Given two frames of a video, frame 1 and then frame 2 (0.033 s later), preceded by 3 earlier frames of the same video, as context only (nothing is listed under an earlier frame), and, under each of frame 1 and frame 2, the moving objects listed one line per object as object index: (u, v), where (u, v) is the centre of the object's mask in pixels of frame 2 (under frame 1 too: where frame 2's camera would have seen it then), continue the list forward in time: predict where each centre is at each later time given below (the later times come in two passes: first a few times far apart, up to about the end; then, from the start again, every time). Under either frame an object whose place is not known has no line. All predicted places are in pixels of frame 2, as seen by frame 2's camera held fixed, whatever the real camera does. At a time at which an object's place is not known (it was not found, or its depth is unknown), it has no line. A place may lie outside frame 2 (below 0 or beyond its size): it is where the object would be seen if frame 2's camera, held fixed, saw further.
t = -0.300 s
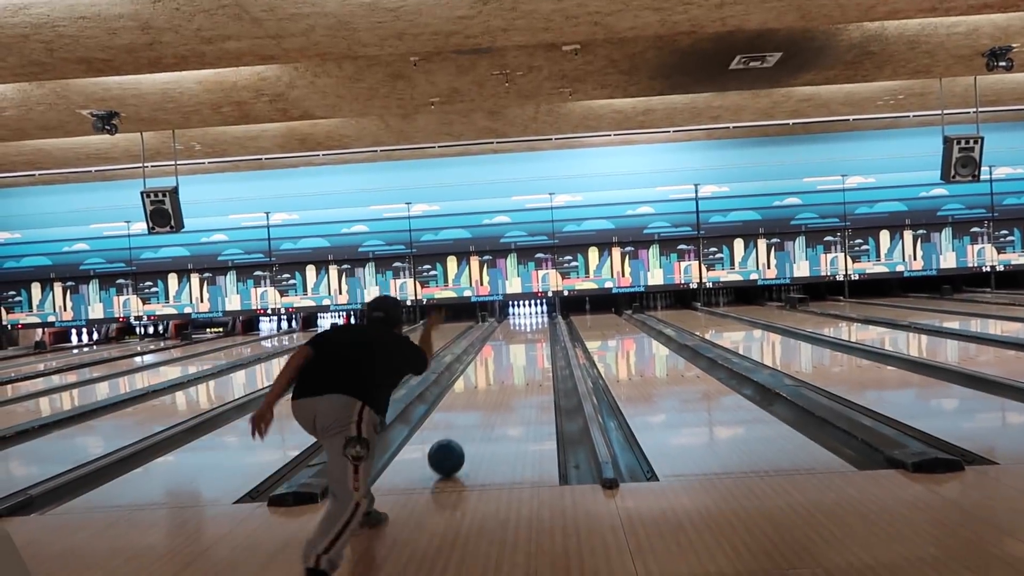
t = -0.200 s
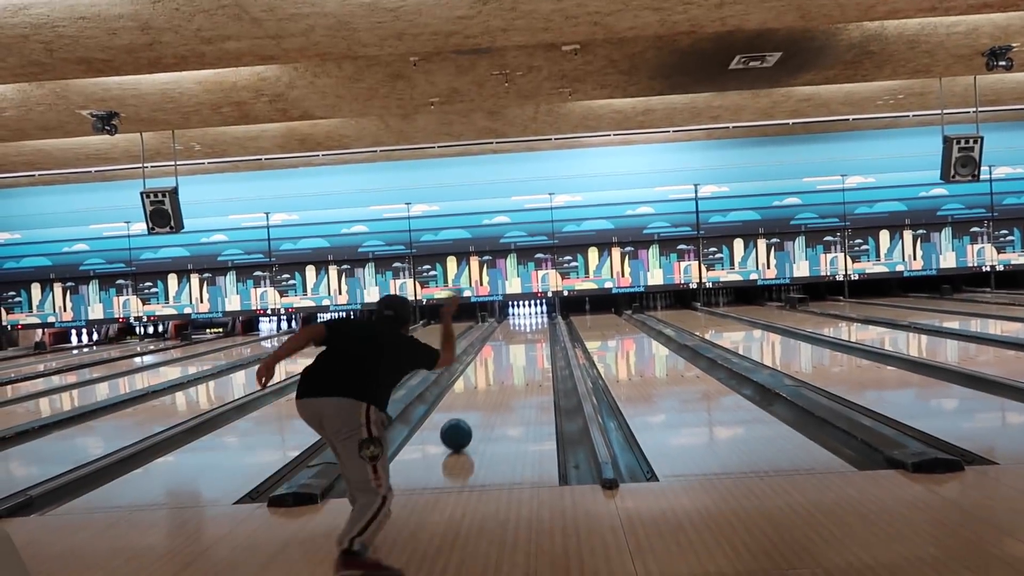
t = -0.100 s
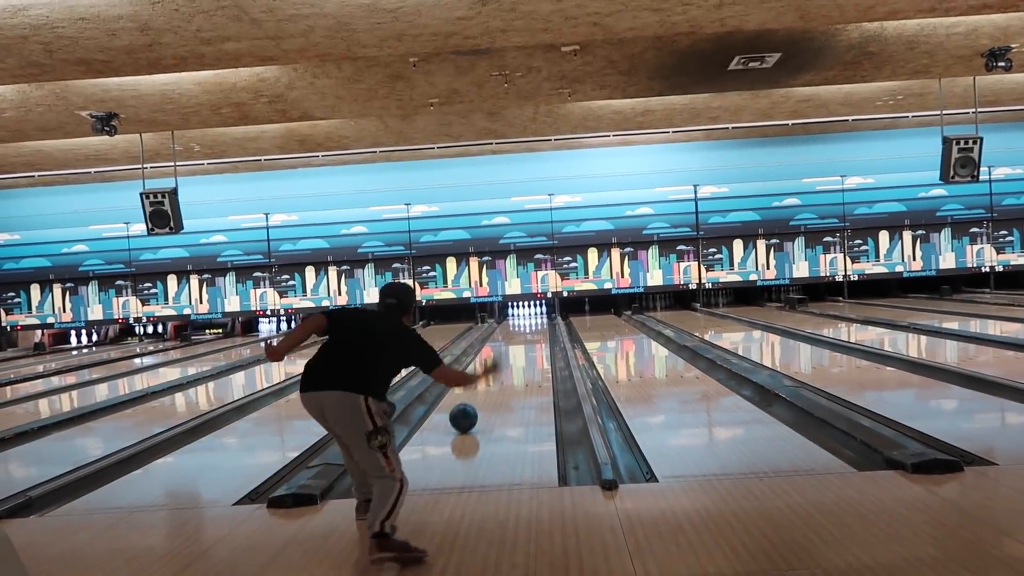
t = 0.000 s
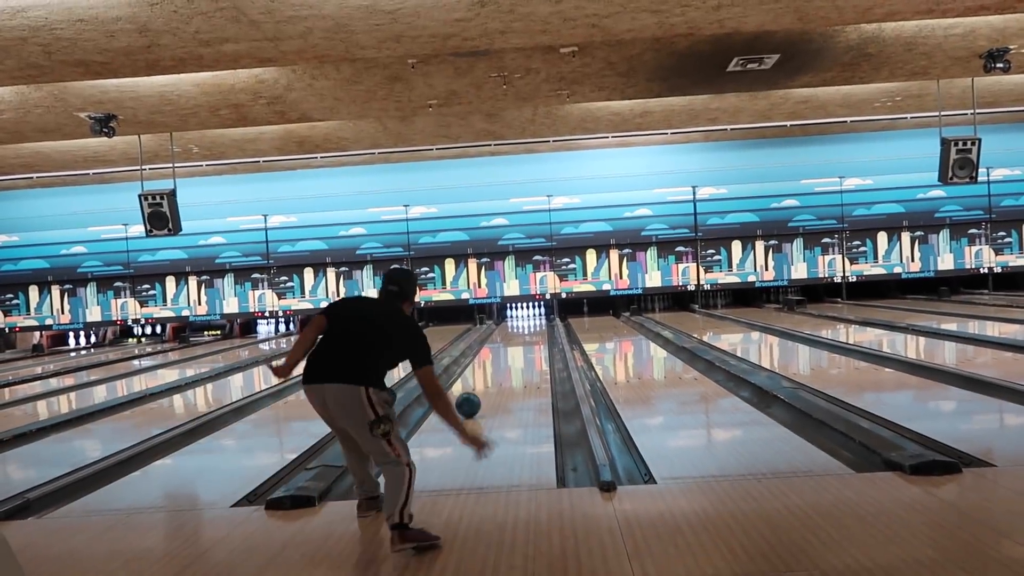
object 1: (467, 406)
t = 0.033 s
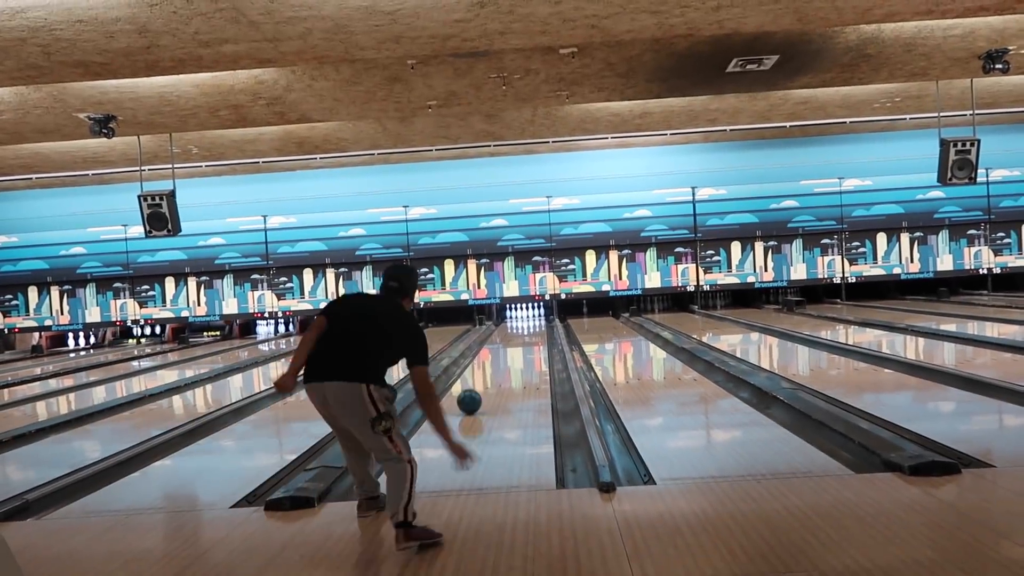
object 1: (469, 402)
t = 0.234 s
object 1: (477, 381)
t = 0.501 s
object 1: (485, 362)
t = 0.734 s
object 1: (491, 350)
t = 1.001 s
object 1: (496, 340)
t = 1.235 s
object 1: (499, 333)
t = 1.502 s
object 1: (502, 327)
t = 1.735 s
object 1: (503, 323)
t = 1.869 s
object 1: (504, 320)
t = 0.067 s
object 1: (471, 398)
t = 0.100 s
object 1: (472, 394)
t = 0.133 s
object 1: (474, 390)
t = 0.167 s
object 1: (475, 387)
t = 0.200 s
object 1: (476, 384)
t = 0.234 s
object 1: (477, 381)
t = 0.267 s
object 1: (479, 378)
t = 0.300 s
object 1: (480, 376)
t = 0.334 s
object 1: (481, 373)
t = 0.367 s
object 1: (482, 371)
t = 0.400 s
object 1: (483, 368)
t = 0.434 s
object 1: (484, 366)
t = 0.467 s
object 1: (485, 364)
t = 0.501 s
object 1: (485, 362)
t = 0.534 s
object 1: (486, 360)
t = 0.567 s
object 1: (487, 359)
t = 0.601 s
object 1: (487, 357)
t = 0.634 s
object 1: (489, 355)
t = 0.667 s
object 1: (489, 353)
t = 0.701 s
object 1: (490, 351)
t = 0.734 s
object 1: (491, 350)
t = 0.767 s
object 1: (491, 348)
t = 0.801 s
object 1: (492, 347)
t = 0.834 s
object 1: (493, 346)
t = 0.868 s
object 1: (493, 345)
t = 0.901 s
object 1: (494, 343)
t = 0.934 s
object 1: (494, 342)
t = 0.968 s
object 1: (495, 340)
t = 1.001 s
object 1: (496, 340)
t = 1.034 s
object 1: (496, 339)
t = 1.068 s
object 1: (496, 337)
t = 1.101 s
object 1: (497, 336)
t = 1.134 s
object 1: (498, 335)
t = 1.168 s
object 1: (498, 335)
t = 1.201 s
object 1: (499, 334)
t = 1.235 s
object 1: (499, 333)
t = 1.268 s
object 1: (499, 332)
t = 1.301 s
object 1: (500, 331)
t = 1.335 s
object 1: (500, 331)
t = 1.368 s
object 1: (501, 330)
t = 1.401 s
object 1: (502, 328)
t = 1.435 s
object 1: (501, 328)
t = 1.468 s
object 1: (502, 327)
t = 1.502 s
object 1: (502, 327)
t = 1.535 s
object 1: (502, 326)
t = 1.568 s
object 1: (503, 326)
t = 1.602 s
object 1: (503, 324)
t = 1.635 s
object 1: (503, 324)
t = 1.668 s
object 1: (503, 323)
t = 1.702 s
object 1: (503, 323)
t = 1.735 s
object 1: (503, 323)
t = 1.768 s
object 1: (503, 322)
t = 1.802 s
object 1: (504, 321)
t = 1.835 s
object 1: (504, 321)
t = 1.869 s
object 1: (504, 320)
